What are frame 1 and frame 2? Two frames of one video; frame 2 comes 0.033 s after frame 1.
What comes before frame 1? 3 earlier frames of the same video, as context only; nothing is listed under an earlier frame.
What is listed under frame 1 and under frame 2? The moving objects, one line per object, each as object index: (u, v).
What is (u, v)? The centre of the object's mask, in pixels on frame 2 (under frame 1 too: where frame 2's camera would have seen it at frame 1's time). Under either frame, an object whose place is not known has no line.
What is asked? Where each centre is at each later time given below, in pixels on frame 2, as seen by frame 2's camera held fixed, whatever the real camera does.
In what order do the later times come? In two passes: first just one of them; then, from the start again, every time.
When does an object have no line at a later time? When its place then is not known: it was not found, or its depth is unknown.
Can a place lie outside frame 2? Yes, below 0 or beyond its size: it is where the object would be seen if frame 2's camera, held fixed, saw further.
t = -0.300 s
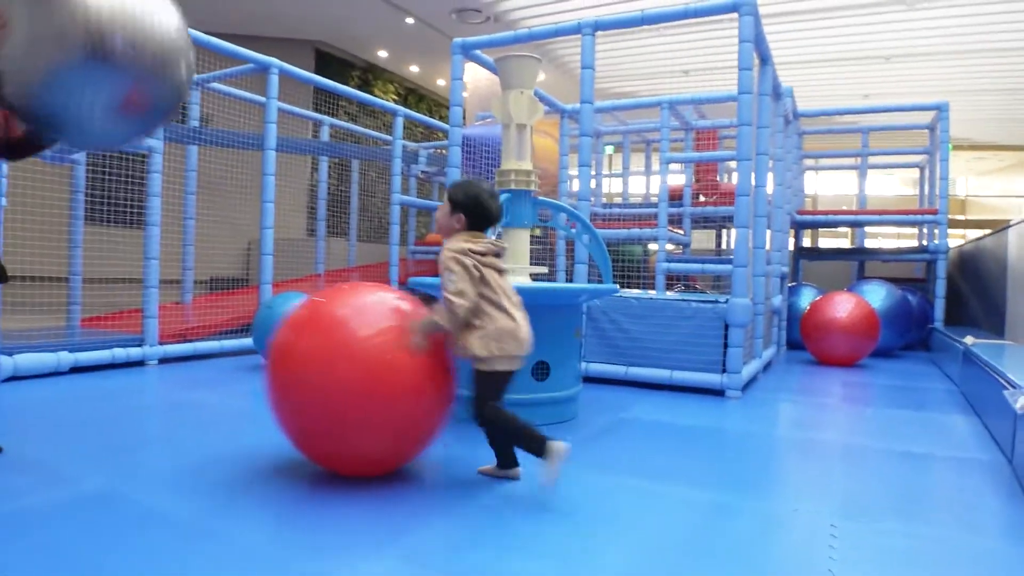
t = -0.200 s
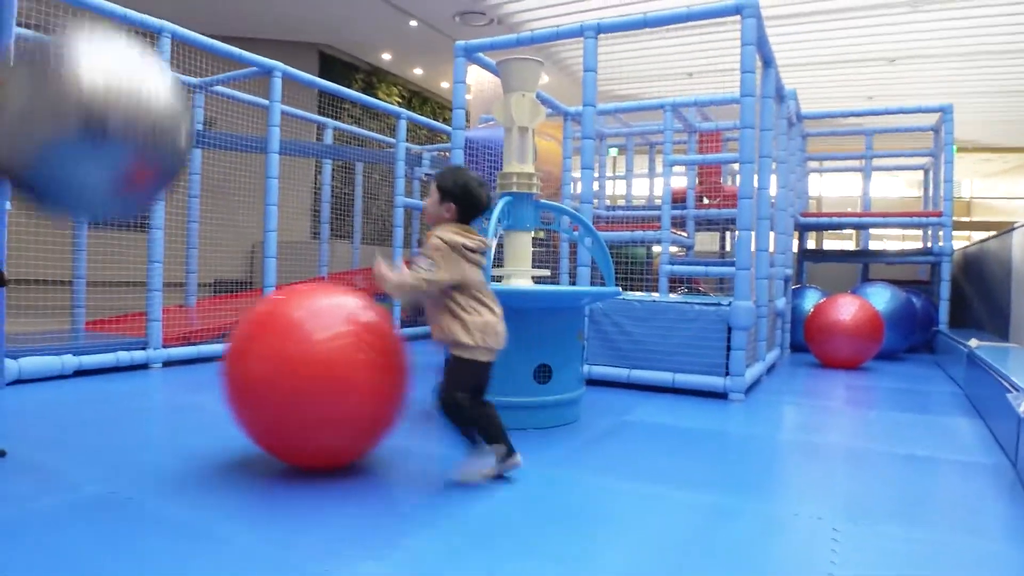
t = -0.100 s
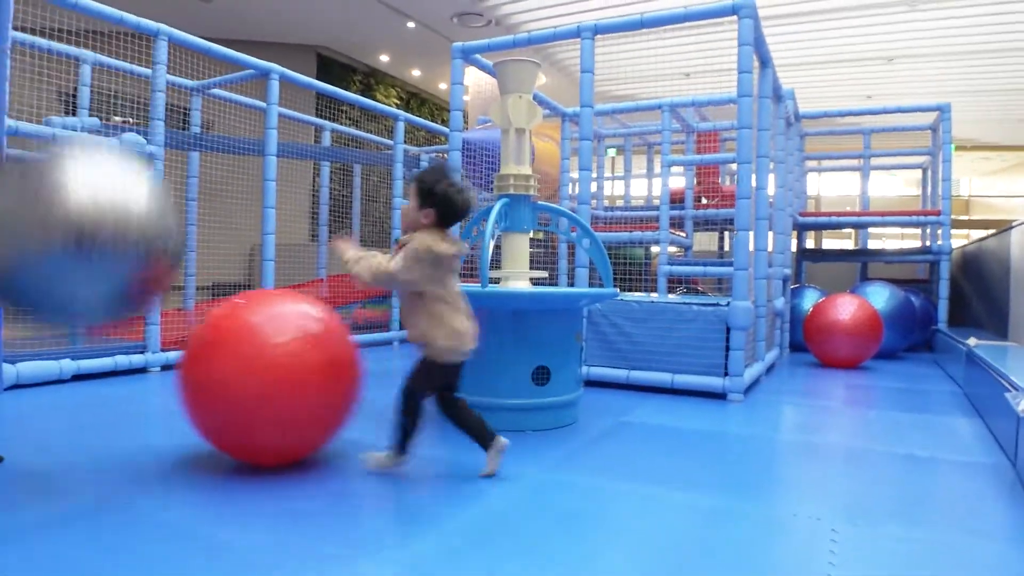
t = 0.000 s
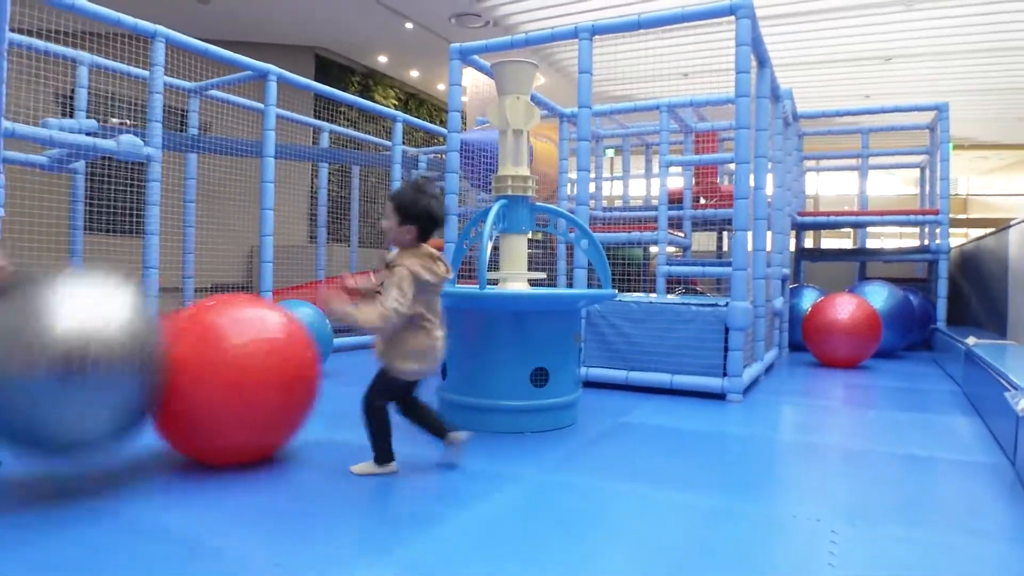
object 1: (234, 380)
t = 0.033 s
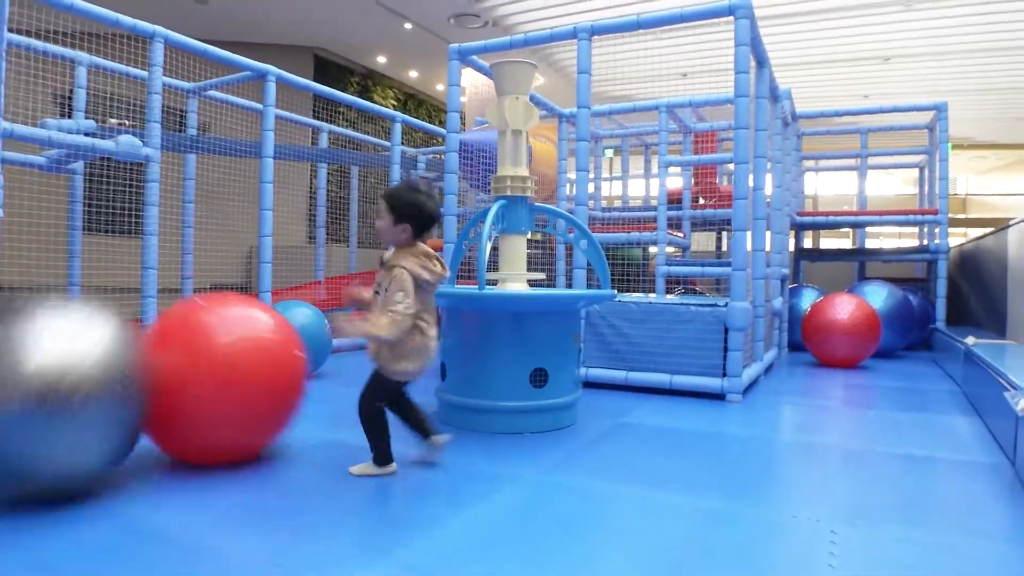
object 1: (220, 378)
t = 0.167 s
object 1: (178, 356)
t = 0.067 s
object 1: (208, 370)
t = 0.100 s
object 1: (198, 363)
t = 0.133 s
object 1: (188, 358)
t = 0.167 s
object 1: (178, 356)
